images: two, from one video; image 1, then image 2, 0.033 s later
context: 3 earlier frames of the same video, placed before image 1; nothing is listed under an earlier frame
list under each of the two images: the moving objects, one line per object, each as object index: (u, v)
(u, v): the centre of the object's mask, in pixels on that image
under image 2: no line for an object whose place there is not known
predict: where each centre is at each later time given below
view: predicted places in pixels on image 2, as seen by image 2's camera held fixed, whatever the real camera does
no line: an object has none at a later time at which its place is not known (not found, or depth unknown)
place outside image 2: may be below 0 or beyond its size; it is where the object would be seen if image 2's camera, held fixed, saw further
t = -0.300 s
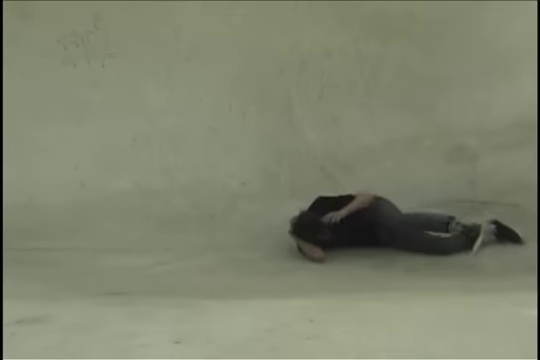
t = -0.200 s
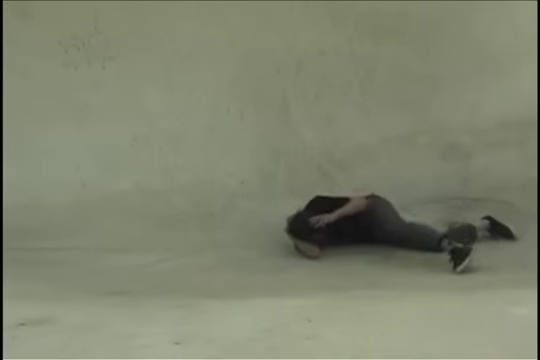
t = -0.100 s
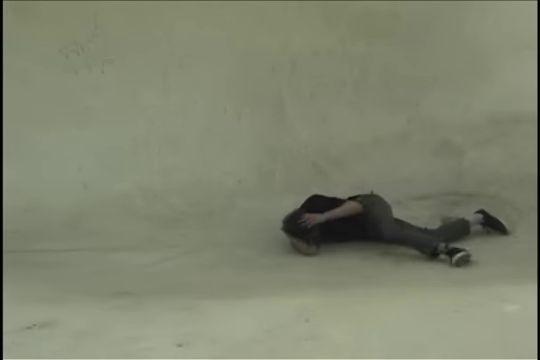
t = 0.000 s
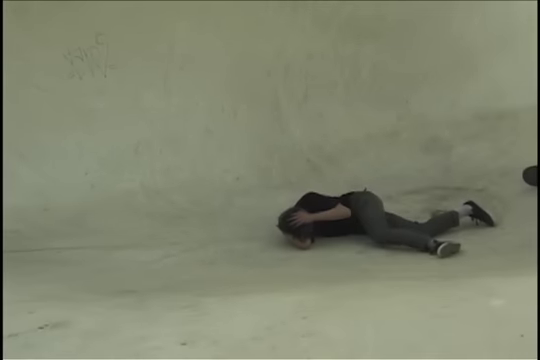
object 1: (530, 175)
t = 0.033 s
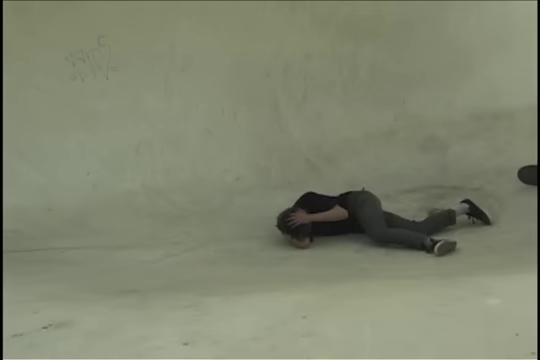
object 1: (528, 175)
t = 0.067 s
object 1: (531, 175)
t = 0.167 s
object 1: (537, 180)
